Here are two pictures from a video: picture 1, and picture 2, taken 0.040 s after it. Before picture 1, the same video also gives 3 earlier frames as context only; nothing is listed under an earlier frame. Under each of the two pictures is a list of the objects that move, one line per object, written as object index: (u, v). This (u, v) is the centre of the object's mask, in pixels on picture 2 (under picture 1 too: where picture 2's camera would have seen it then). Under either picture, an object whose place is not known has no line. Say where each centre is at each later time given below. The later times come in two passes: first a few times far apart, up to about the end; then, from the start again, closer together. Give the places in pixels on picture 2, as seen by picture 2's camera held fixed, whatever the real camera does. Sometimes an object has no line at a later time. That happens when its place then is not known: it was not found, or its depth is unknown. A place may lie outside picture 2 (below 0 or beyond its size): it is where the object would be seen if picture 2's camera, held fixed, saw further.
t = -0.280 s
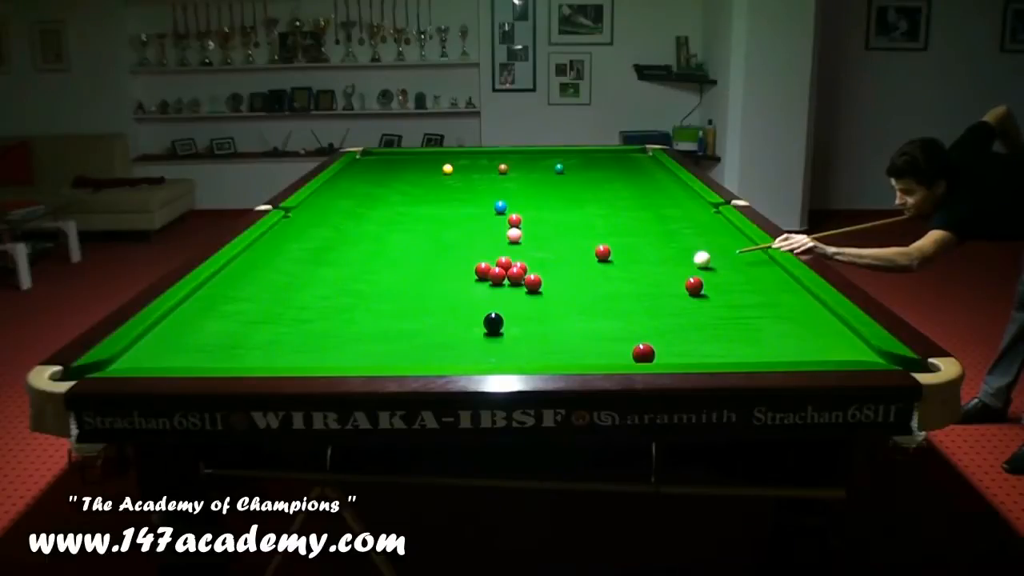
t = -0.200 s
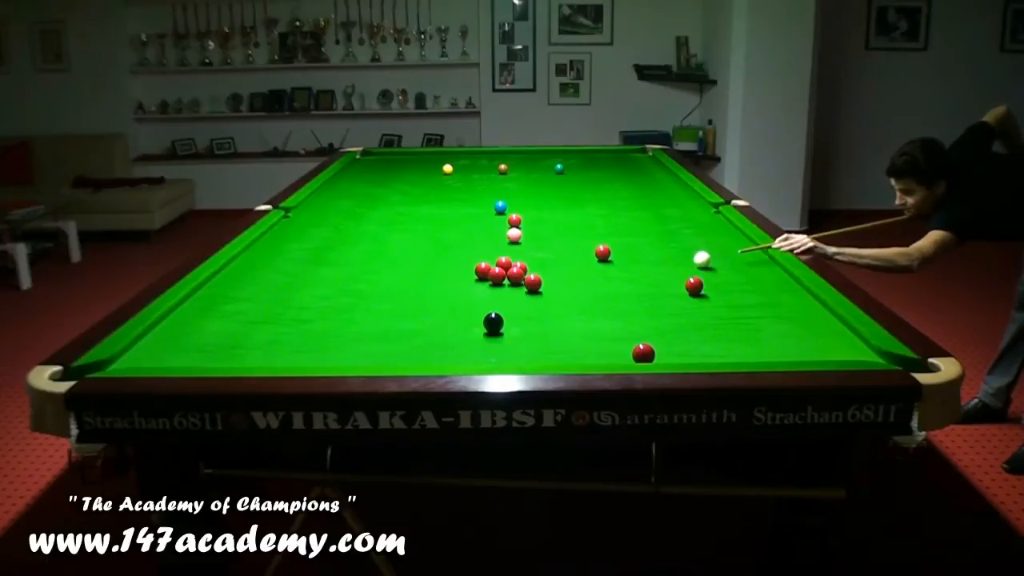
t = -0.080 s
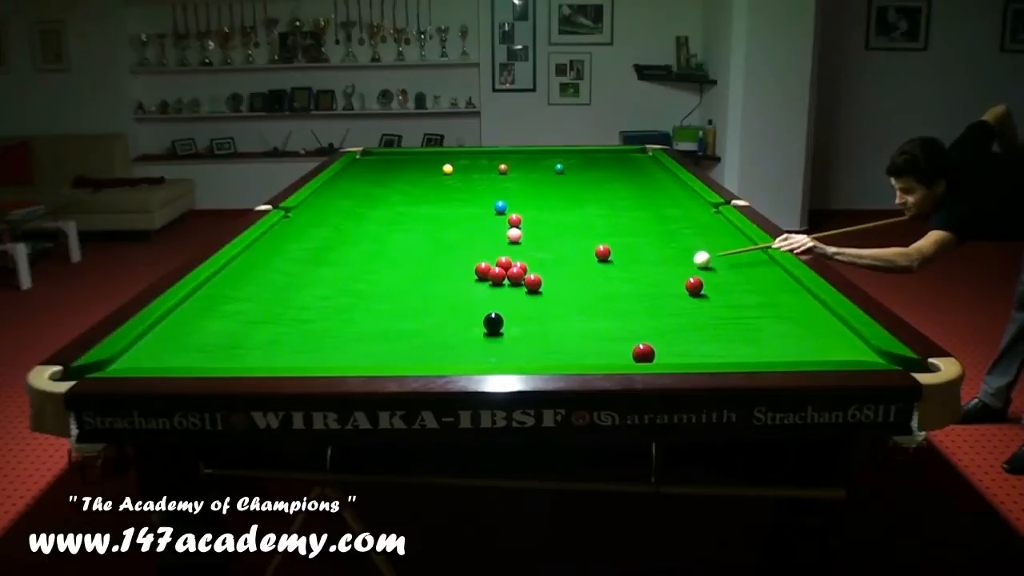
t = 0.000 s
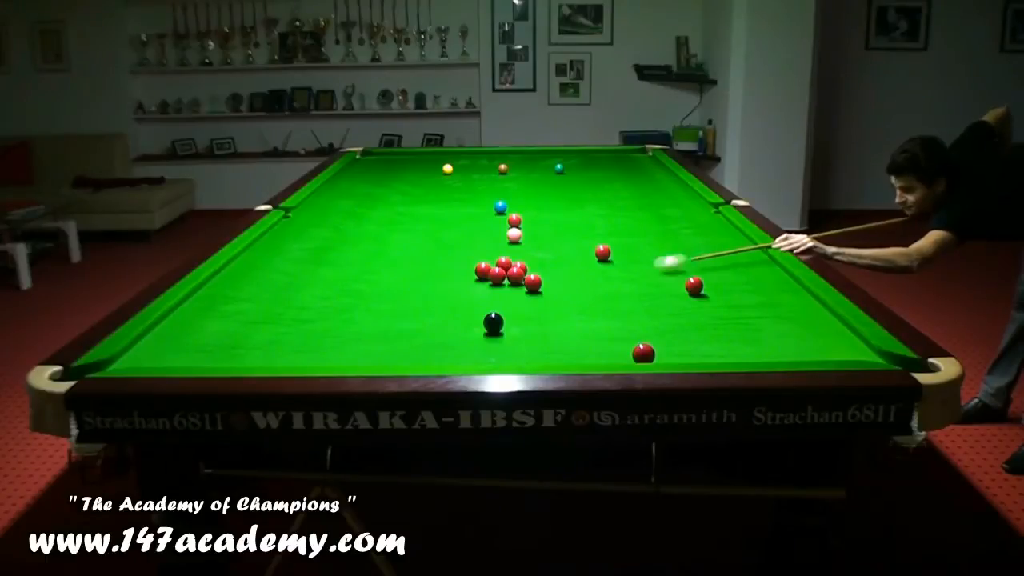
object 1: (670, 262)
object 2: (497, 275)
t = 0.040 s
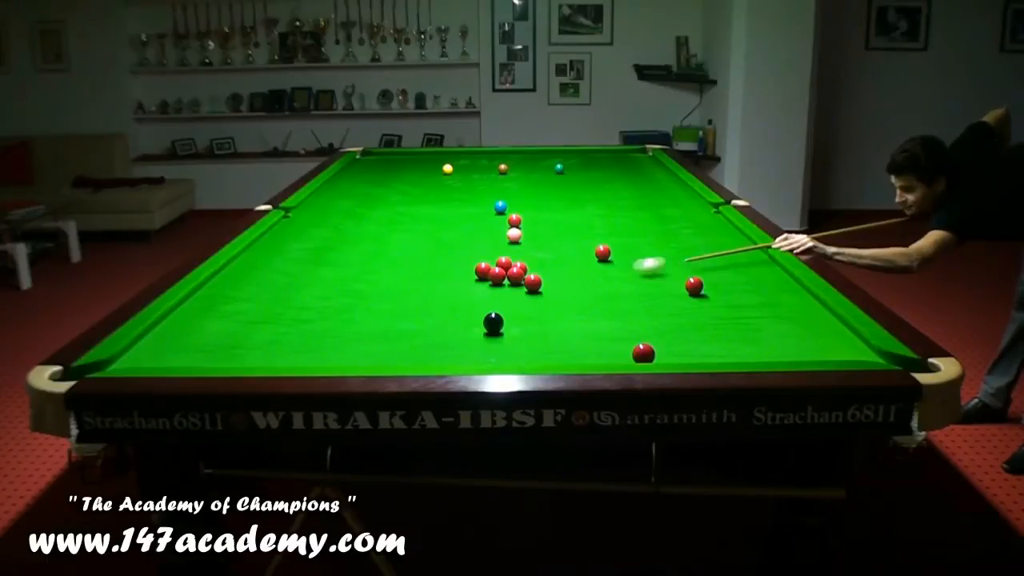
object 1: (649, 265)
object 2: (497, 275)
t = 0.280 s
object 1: (543, 278)
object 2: (497, 275)
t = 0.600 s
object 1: (512, 282)
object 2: (477, 275)
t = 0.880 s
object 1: (489, 285)
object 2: (455, 275)
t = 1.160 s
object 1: (469, 289)
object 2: (436, 276)
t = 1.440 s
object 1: (450, 292)
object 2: (419, 276)
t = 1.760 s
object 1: (431, 295)
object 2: (402, 276)
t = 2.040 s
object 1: (417, 297)
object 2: (390, 277)
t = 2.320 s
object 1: (405, 299)
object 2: (381, 277)
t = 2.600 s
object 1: (395, 301)
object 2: (374, 278)
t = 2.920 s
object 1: (387, 302)
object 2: (368, 278)
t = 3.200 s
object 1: (382, 303)
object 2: (366, 278)
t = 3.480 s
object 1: (381, 303)
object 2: (366, 278)
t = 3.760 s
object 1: (381, 303)
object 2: (367, 278)
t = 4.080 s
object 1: (381, 303)
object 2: (367, 278)
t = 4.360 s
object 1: (381, 303)
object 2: (367, 279)
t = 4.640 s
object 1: (381, 303)
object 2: (367, 279)
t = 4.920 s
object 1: (381, 303)
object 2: (367, 278)
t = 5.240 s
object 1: (381, 303)
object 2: (367, 278)
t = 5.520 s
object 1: (381, 303)
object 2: (367, 278)
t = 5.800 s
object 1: (381, 303)
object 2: (367, 278)
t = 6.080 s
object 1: (381, 303)
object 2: (367, 278)
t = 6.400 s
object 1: (381, 303)
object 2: (367, 278)
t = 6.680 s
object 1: (381, 303)
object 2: (367, 278)
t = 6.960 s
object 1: (381, 303)
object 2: (367, 278)
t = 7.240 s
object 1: (381, 303)
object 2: (367, 278)
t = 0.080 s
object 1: (629, 268)
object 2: (497, 275)
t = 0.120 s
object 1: (610, 271)
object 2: (497, 275)
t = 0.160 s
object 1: (589, 273)
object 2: (497, 275)
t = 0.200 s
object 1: (568, 275)
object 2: (497, 275)
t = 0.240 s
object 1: (550, 278)
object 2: (497, 275)
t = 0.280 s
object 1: (543, 278)
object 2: (497, 275)
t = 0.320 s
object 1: (538, 278)
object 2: (497, 274)
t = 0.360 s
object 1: (531, 278)
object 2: (497, 276)
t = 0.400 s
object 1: (528, 278)
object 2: (494, 275)
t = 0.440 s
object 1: (525, 279)
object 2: (491, 275)
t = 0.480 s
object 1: (521, 280)
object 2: (487, 275)
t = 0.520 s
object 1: (518, 280)
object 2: (484, 275)
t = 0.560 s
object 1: (515, 281)
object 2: (480, 275)
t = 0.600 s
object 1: (512, 282)
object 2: (477, 275)
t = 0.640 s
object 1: (508, 282)
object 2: (474, 275)
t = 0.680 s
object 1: (505, 283)
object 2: (470, 275)
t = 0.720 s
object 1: (502, 283)
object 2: (467, 275)
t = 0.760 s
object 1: (499, 284)
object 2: (464, 275)
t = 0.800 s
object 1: (496, 284)
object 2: (461, 275)
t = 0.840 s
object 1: (492, 285)
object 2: (458, 275)
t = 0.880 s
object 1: (489, 285)
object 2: (455, 275)
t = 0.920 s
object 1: (486, 286)
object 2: (452, 275)
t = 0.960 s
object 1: (483, 286)
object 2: (449, 275)
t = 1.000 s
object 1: (480, 287)
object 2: (447, 275)
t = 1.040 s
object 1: (477, 287)
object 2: (444, 275)
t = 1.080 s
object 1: (474, 288)
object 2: (441, 276)
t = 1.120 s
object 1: (472, 288)
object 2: (439, 276)
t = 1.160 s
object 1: (469, 289)
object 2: (436, 276)
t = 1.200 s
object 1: (466, 289)
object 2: (433, 276)
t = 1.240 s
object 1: (463, 290)
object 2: (431, 276)
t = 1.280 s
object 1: (461, 290)
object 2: (428, 276)
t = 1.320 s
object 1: (458, 291)
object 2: (426, 276)
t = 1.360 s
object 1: (455, 291)
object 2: (424, 276)
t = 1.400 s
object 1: (453, 292)
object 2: (421, 276)
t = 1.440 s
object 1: (450, 292)
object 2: (419, 276)
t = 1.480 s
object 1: (447, 293)
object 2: (417, 276)
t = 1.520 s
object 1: (445, 293)
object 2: (415, 276)
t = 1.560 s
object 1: (443, 293)
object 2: (412, 276)
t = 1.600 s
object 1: (440, 294)
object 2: (410, 276)
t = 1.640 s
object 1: (438, 294)
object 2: (408, 276)
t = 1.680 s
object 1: (435, 294)
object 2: (406, 276)
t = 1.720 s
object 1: (433, 295)
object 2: (404, 276)
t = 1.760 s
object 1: (431, 295)
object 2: (402, 276)
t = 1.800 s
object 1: (429, 295)
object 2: (400, 276)
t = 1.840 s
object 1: (427, 295)
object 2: (399, 276)
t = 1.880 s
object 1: (425, 296)
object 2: (397, 277)
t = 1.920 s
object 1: (423, 296)
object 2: (395, 277)
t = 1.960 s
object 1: (420, 297)
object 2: (394, 276)
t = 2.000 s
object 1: (419, 297)
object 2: (392, 277)
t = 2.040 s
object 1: (417, 297)
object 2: (390, 277)
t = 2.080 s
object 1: (415, 298)
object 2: (389, 277)
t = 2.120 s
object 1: (413, 298)
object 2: (388, 277)
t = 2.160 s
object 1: (411, 298)
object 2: (386, 277)
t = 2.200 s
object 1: (410, 299)
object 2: (385, 277)
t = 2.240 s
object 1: (408, 299)
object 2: (383, 277)
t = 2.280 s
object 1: (406, 299)
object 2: (382, 277)
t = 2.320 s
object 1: (405, 299)
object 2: (381, 277)
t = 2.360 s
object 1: (403, 300)
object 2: (380, 278)
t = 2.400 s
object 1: (402, 300)
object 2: (379, 278)
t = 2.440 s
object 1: (400, 300)
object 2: (377, 278)
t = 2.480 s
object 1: (399, 300)
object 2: (376, 278)
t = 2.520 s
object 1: (398, 301)
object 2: (375, 278)
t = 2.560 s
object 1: (396, 301)
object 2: (375, 278)
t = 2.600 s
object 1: (395, 301)
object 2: (374, 278)
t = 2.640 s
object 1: (394, 301)
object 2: (373, 278)
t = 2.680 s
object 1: (393, 301)
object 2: (372, 278)
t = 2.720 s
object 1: (392, 301)
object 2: (371, 278)
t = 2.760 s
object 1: (391, 302)
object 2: (371, 278)
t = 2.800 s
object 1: (390, 302)
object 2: (370, 278)
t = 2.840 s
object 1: (389, 302)
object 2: (369, 278)
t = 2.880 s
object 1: (388, 302)
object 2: (369, 278)
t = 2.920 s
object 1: (387, 302)
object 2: (368, 278)
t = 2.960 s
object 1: (386, 302)
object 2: (368, 278)
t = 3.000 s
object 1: (386, 302)
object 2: (368, 278)
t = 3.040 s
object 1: (385, 302)
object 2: (367, 278)
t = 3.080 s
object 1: (384, 303)
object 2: (367, 278)
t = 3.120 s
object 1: (383, 303)
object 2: (367, 278)
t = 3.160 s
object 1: (383, 303)
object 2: (366, 278)
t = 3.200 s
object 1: (382, 303)
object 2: (366, 278)
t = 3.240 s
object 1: (382, 303)
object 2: (366, 278)
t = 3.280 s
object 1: (382, 303)
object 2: (366, 278)
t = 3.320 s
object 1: (381, 303)
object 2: (366, 278)
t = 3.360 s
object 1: (381, 303)
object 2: (366, 278)
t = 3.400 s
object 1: (381, 303)
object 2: (366, 279)
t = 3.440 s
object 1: (381, 303)
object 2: (366, 279)
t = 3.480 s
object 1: (381, 303)
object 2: (366, 278)
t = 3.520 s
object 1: (381, 303)
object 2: (366, 278)
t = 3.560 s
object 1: (381, 303)
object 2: (366, 278)
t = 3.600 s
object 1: (381, 303)
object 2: (366, 278)
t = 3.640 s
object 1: (381, 303)
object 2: (367, 278)
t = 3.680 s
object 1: (381, 303)
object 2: (367, 278)
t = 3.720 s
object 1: (381, 303)
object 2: (367, 278)
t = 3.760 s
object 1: (381, 303)
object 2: (367, 278)
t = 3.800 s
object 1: (381, 303)
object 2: (367, 278)
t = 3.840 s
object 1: (381, 303)
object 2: (367, 278)
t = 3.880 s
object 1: (381, 303)
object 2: (367, 278)
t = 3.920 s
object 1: (381, 303)
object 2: (367, 278)
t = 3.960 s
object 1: (381, 303)
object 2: (367, 278)
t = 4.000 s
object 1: (381, 303)
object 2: (367, 278)
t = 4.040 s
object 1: (381, 303)
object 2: (367, 278)
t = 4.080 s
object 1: (381, 303)
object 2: (367, 278)
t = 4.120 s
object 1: (381, 303)
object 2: (367, 279)
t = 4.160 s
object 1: (381, 303)
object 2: (367, 278)
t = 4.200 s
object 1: (381, 303)
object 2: (367, 278)
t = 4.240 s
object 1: (381, 303)
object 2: (367, 279)
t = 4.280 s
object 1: (381, 303)
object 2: (367, 279)
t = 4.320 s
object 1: (381, 303)
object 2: (367, 279)
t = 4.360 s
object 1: (381, 303)
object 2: (367, 279)
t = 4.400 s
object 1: (379, 302)
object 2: (366, 279)
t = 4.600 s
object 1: (382, 303)
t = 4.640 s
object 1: (381, 303)
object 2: (367, 279)
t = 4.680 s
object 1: (382, 303)
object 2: (367, 279)
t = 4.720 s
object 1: (382, 303)
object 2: (367, 279)
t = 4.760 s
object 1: (382, 303)
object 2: (367, 279)
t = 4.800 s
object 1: (381, 303)
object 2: (367, 278)
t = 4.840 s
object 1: (381, 303)
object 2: (367, 278)
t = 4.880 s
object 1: (381, 303)
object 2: (367, 278)
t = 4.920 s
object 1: (381, 303)
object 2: (367, 278)
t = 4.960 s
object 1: (381, 303)
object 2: (367, 278)
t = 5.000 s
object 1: (381, 303)
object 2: (367, 278)
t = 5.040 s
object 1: (381, 303)
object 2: (367, 278)
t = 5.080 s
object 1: (381, 303)
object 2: (367, 278)
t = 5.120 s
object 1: (381, 303)
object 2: (367, 278)
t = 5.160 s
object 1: (381, 303)
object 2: (367, 278)
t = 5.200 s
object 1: (381, 303)
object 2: (367, 278)
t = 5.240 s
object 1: (381, 303)
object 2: (367, 278)
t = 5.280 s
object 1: (381, 303)
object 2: (367, 279)
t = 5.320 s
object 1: (381, 303)
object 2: (367, 279)
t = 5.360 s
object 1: (381, 303)
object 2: (367, 278)
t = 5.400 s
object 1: (381, 303)
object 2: (367, 278)
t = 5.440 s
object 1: (381, 303)
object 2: (367, 278)
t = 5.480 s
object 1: (381, 303)
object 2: (367, 278)
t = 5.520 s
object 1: (381, 303)
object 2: (367, 278)
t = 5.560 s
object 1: (381, 303)
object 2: (367, 278)
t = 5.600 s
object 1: (381, 303)
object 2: (367, 278)
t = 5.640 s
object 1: (381, 303)
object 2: (367, 278)
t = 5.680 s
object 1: (381, 303)
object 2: (367, 278)
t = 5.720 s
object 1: (381, 303)
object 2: (367, 278)
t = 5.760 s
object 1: (381, 303)
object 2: (367, 278)
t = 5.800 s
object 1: (381, 303)
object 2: (367, 278)
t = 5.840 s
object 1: (381, 303)
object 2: (367, 278)
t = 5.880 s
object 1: (381, 303)
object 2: (367, 278)
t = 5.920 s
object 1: (381, 303)
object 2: (367, 278)
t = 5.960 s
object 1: (381, 303)
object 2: (367, 278)
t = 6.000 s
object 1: (381, 303)
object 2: (367, 278)
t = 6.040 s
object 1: (381, 303)
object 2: (367, 278)
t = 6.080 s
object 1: (381, 303)
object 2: (367, 278)
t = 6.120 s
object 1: (381, 303)
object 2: (367, 278)
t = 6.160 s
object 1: (381, 303)
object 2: (367, 278)
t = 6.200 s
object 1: (381, 303)
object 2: (367, 278)
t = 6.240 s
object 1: (381, 303)
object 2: (367, 278)
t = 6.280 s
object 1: (381, 303)
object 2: (367, 278)
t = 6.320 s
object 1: (381, 303)
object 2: (367, 278)
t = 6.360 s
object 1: (381, 303)
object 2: (367, 278)
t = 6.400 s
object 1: (381, 303)
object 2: (367, 278)
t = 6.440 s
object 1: (381, 303)
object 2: (367, 278)
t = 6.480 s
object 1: (381, 303)
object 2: (367, 278)
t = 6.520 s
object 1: (381, 303)
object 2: (367, 278)
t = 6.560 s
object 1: (381, 303)
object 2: (367, 278)
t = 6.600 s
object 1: (381, 303)
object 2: (367, 278)
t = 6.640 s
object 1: (381, 303)
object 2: (367, 278)
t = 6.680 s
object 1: (381, 303)
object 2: (367, 278)
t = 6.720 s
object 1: (381, 303)
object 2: (367, 278)
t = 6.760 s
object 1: (381, 303)
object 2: (367, 278)
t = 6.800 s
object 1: (381, 303)
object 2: (367, 278)
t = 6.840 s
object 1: (381, 303)
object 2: (367, 278)
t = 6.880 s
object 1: (381, 303)
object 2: (367, 278)
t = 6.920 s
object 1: (381, 303)
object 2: (367, 278)
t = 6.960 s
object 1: (381, 303)
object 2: (367, 278)
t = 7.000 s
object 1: (381, 303)
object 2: (367, 278)
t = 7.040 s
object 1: (381, 303)
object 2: (367, 278)
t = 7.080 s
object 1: (381, 303)
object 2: (367, 278)
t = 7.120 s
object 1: (381, 303)
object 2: (367, 278)
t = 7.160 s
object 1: (381, 303)
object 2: (367, 278)
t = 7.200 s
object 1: (381, 303)
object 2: (367, 278)
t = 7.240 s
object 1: (381, 303)
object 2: (367, 278)
